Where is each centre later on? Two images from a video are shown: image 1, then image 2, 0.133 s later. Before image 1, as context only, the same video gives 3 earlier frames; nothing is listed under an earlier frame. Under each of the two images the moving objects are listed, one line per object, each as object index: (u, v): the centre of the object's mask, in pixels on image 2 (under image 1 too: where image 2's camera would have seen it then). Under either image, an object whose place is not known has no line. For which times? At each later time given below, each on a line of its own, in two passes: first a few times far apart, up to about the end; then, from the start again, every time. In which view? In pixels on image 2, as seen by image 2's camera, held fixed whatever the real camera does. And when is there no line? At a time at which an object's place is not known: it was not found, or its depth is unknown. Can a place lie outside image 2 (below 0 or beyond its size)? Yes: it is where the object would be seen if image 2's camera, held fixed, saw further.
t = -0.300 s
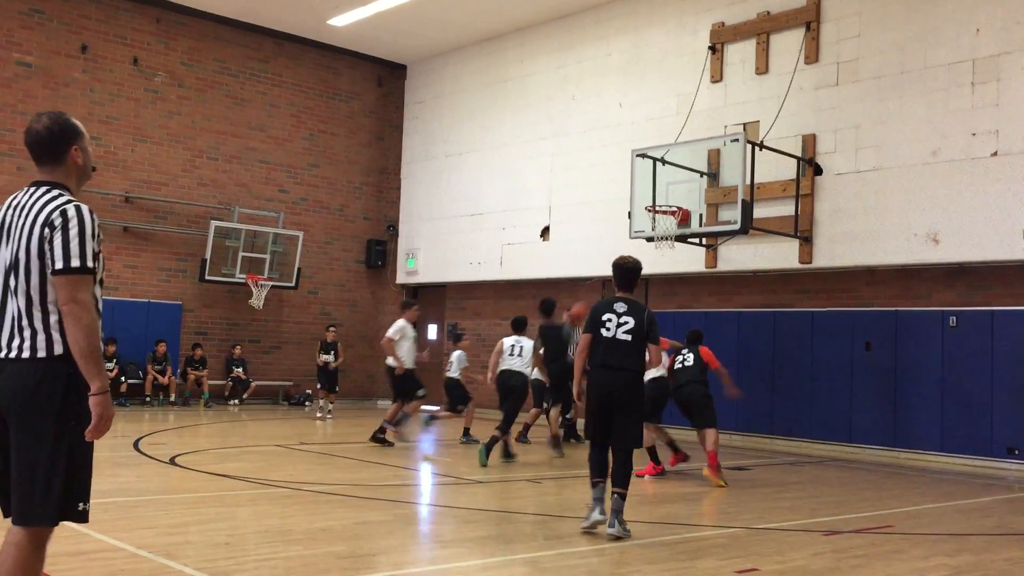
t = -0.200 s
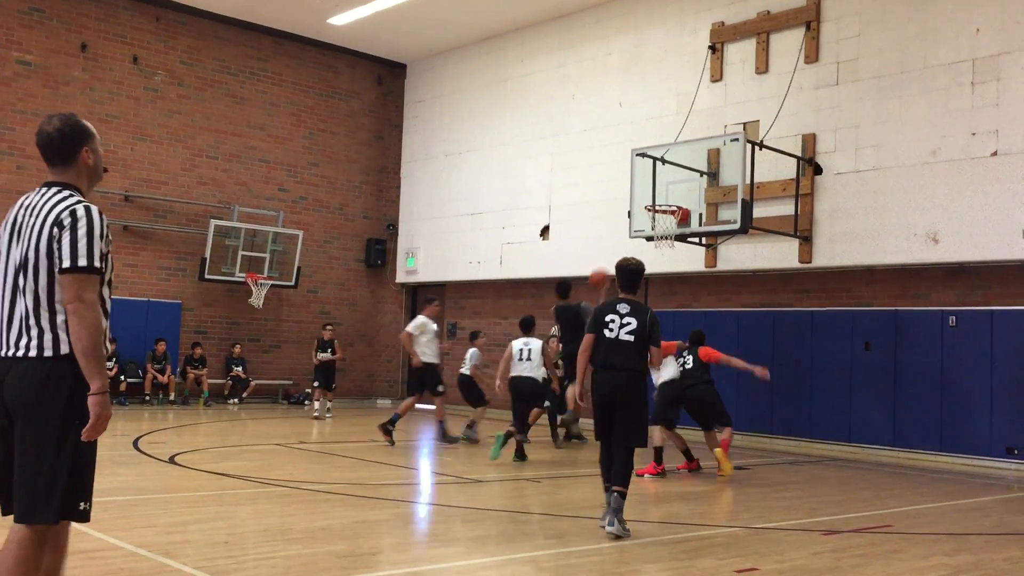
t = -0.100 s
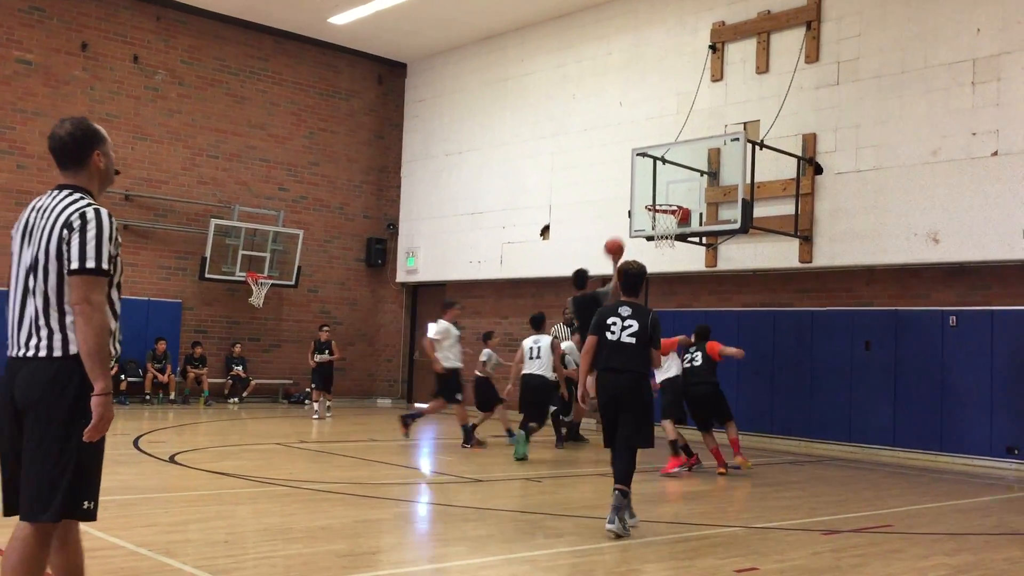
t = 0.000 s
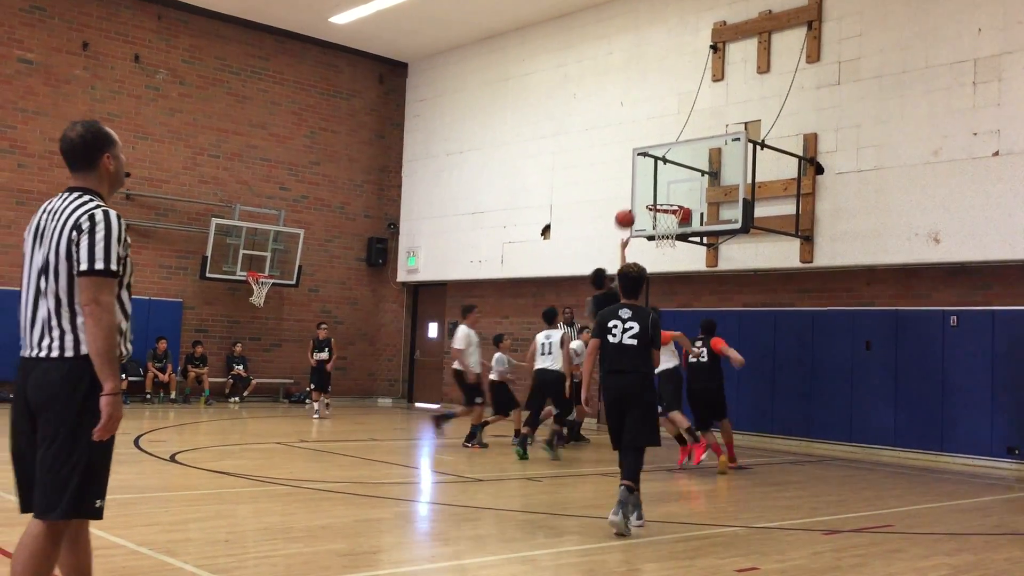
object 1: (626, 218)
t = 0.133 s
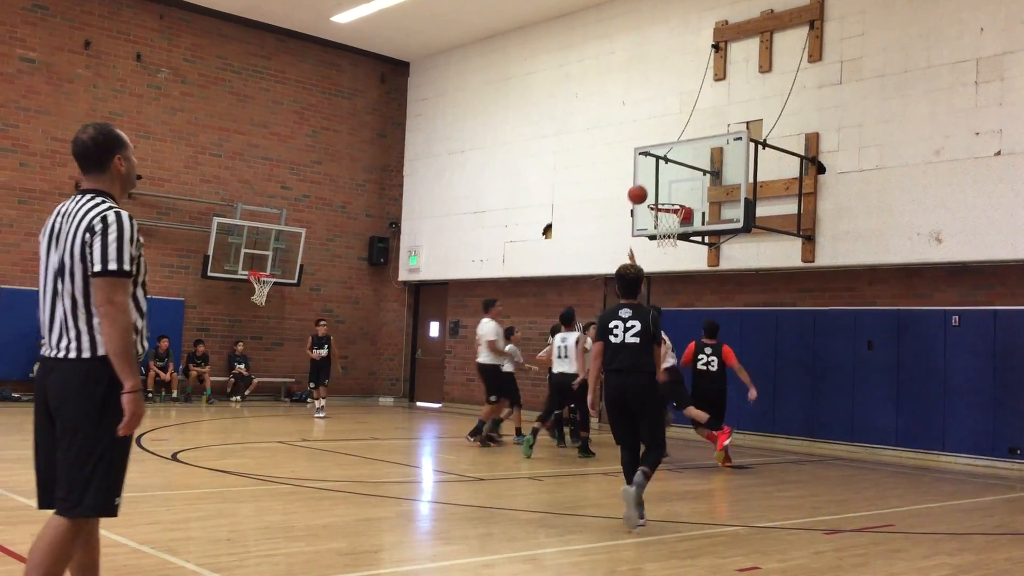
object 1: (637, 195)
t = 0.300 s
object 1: (650, 185)
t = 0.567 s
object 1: (668, 206)
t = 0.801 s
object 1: (674, 234)
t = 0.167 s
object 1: (640, 191)
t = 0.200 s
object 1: (643, 188)
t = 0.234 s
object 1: (645, 186)
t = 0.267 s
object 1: (647, 186)
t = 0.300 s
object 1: (650, 185)
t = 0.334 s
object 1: (653, 186)
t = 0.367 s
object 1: (655, 188)
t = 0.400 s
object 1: (657, 190)
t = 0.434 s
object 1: (659, 193)
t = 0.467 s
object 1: (661, 196)
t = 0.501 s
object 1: (664, 198)
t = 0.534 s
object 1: (665, 203)
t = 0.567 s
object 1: (668, 206)
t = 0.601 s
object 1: (670, 211)
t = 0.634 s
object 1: (671, 216)
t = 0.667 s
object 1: (672, 221)
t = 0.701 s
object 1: (674, 225)
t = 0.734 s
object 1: (675, 230)
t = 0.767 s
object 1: (675, 231)
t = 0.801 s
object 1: (674, 234)
